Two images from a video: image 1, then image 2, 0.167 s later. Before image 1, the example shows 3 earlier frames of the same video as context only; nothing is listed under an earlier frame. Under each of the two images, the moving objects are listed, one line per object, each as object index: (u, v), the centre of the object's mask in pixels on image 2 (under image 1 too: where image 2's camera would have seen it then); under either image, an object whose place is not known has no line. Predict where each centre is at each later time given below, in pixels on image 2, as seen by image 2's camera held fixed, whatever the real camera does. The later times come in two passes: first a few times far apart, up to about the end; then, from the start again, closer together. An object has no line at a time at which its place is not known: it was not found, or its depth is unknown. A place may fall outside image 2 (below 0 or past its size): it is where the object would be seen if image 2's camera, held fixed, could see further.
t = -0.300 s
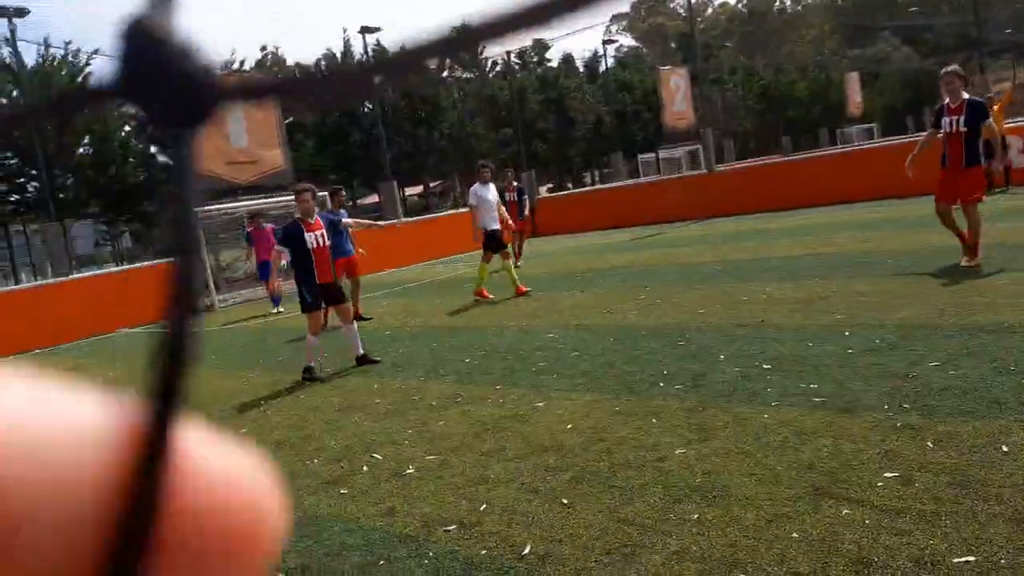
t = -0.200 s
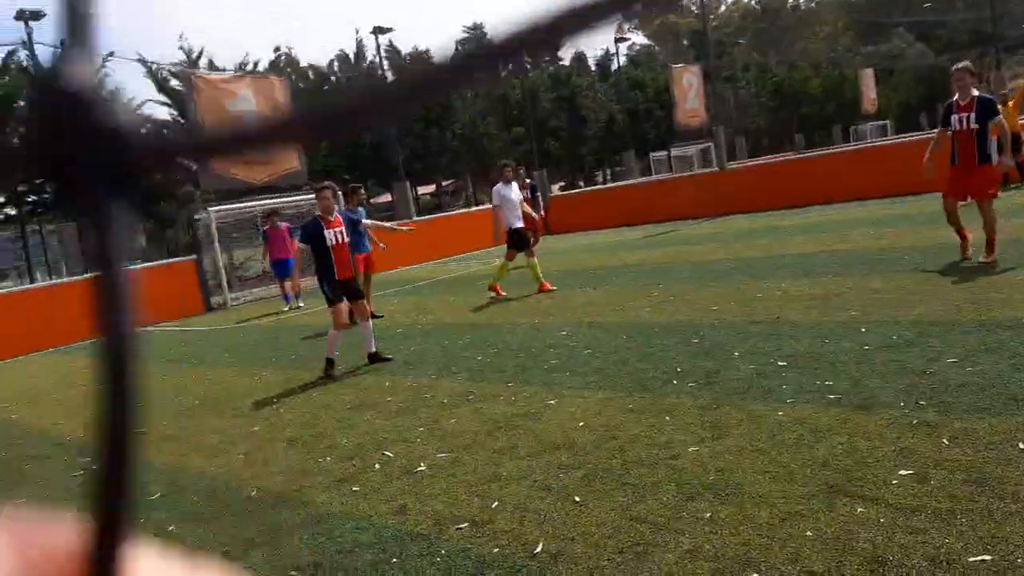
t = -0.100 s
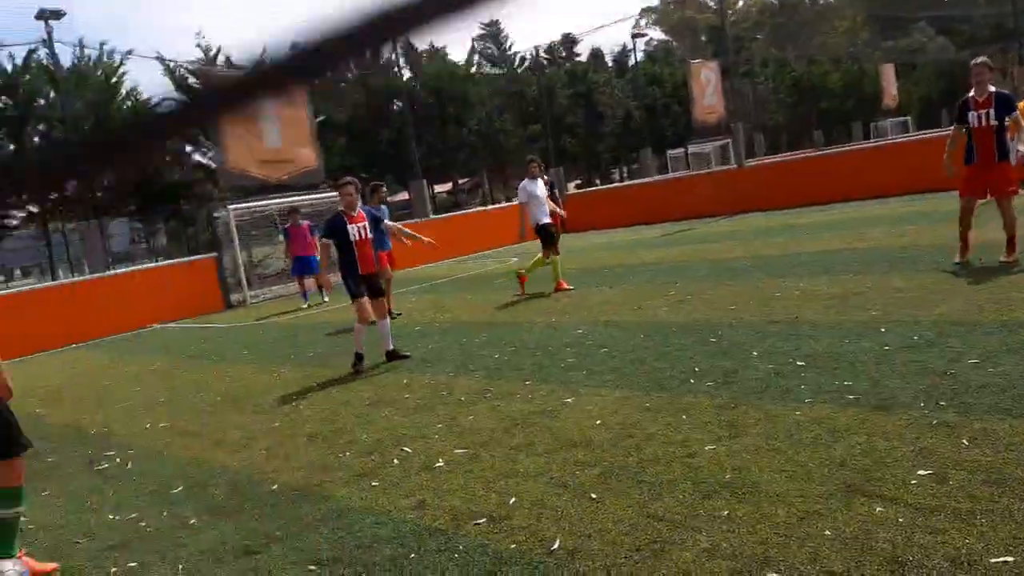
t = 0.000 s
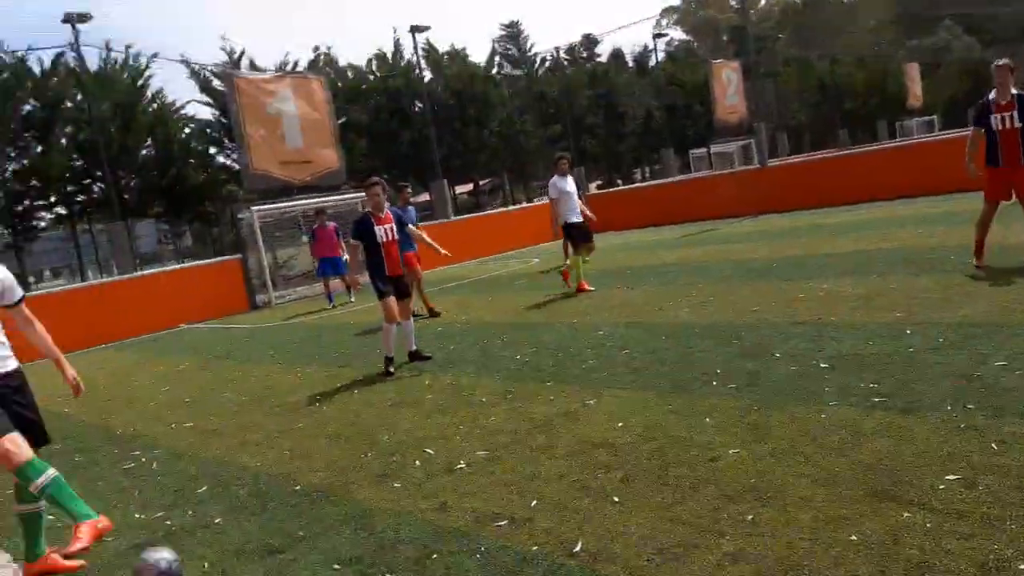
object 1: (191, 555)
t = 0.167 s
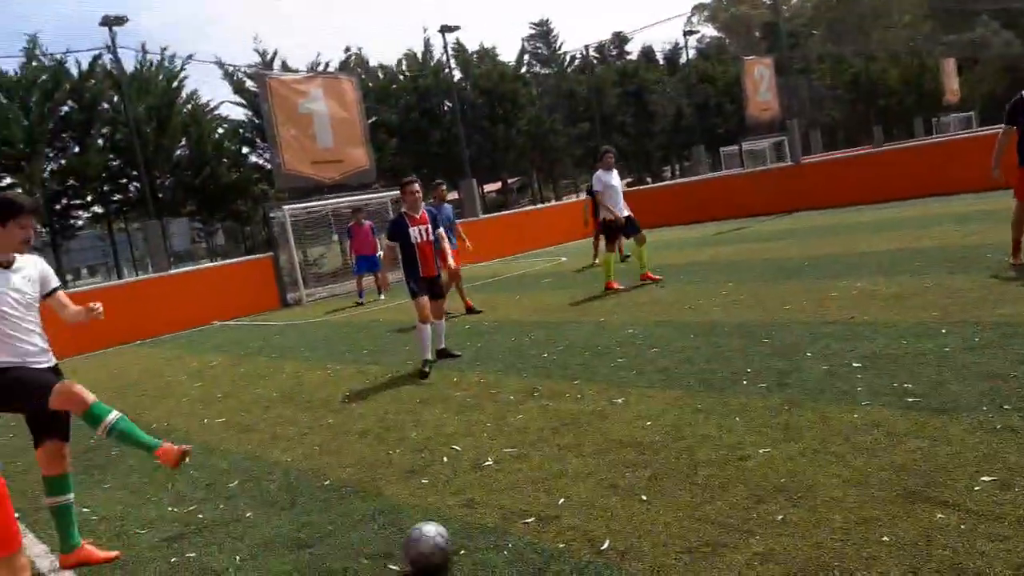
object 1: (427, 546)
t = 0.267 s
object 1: (566, 538)
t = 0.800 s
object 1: (1377, 481)
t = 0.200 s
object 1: (473, 542)
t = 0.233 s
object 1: (519, 539)
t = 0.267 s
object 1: (566, 538)
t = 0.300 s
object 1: (611, 534)
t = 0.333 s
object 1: (658, 533)
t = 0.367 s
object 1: (701, 528)
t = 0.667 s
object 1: (1151, 497)
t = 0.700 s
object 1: (1204, 493)
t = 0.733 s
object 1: (1261, 489)
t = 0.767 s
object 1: (1318, 484)
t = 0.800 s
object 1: (1377, 481)
